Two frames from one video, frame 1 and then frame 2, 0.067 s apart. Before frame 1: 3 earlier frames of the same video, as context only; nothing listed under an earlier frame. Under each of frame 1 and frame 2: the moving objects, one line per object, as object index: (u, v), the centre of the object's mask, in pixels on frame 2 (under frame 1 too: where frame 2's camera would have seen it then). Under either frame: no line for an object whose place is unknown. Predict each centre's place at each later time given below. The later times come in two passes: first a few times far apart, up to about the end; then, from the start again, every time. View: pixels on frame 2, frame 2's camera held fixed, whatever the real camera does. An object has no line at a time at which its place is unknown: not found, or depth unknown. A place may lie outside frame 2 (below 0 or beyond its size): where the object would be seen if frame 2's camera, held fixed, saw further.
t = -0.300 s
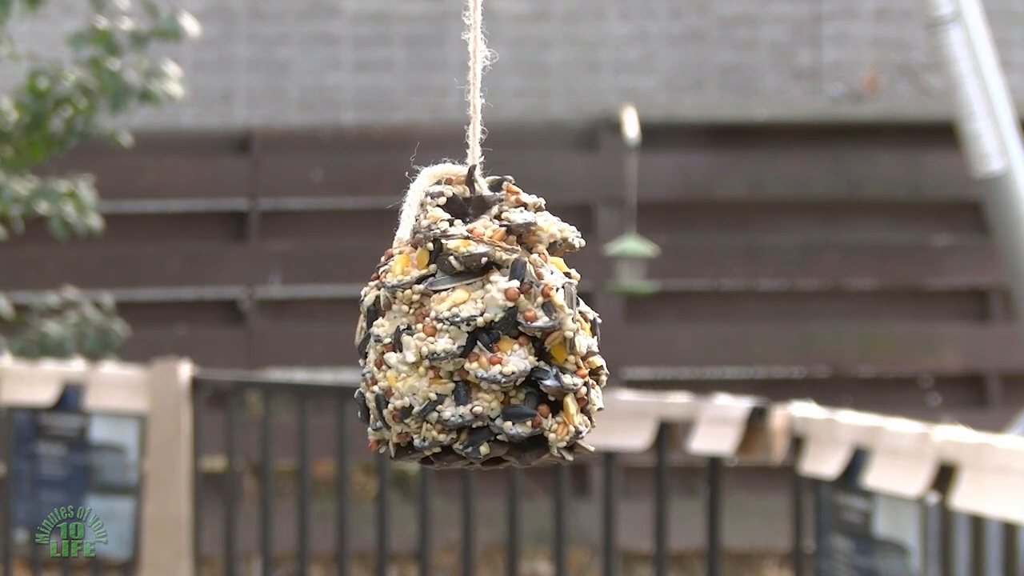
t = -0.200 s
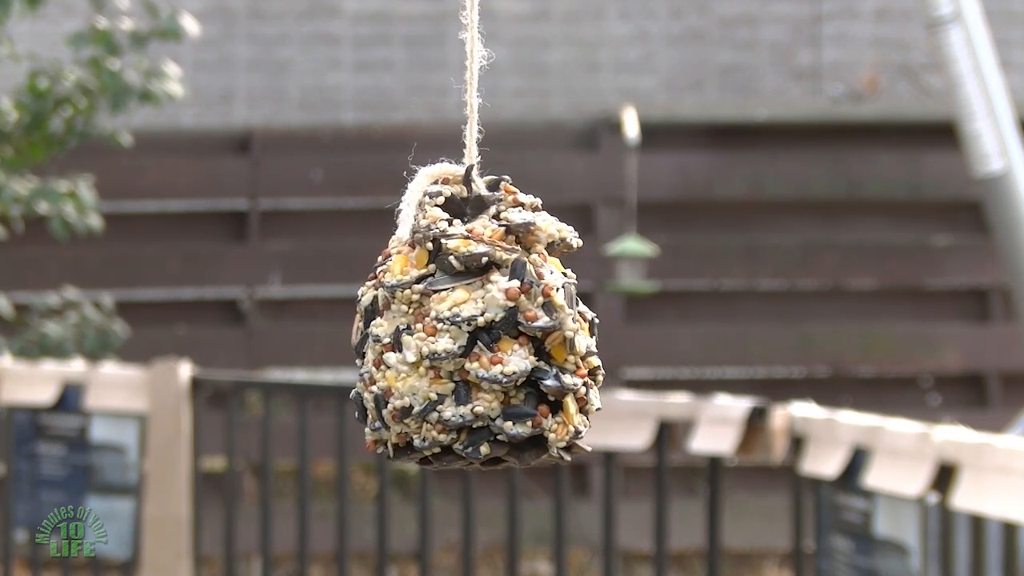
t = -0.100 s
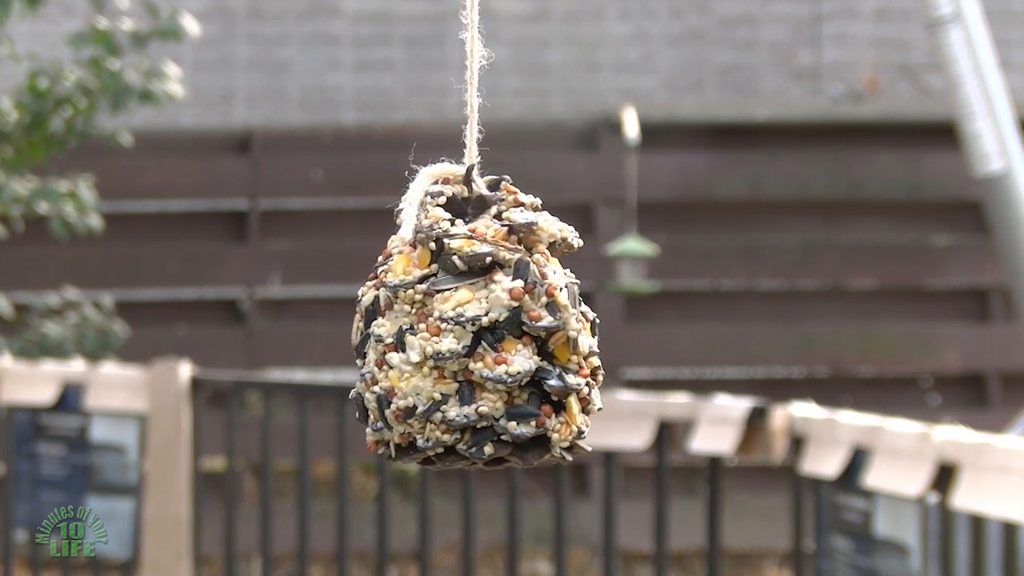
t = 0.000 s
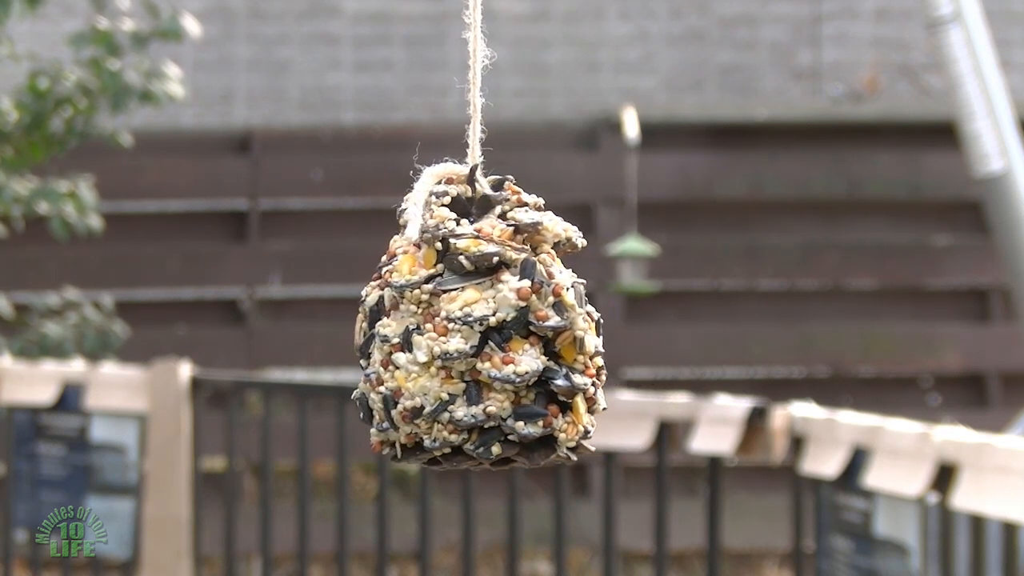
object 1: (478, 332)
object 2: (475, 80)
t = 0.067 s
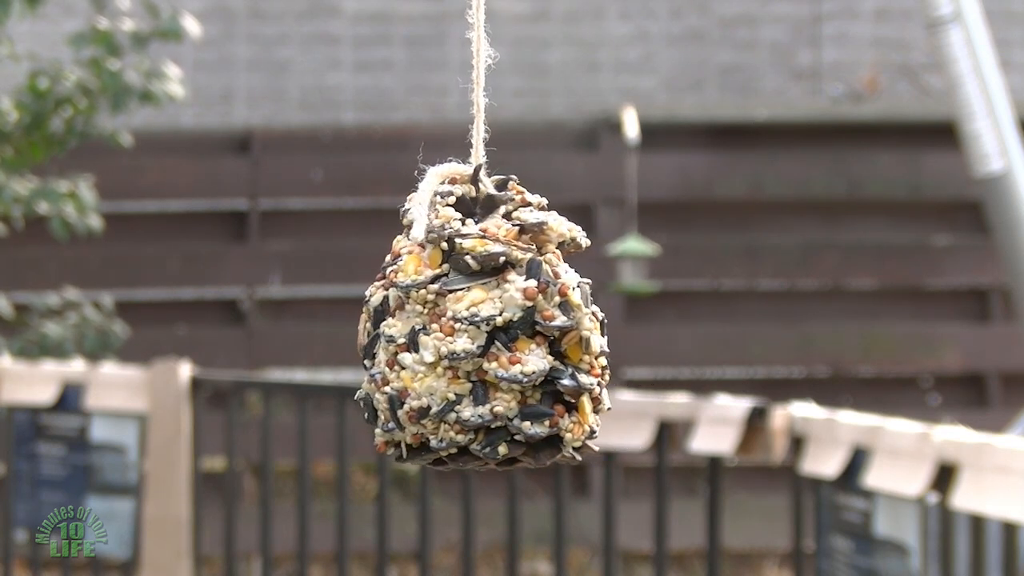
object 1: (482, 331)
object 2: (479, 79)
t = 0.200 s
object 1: (492, 332)
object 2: (487, 80)
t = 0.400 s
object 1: (511, 332)
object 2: (504, 80)
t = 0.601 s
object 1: (525, 331)
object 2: (516, 79)
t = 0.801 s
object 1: (528, 332)
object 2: (519, 81)
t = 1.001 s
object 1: (519, 332)
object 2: (510, 81)
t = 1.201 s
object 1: (500, 331)
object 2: (493, 80)
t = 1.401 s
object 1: (484, 332)
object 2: (478, 81)
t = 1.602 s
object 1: (476, 332)
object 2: (472, 81)
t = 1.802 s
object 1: (480, 332)
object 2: (475, 82)
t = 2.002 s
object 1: (492, 331)
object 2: (487, 79)
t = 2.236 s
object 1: (512, 331)
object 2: (507, 79)
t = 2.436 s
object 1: (523, 331)
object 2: (518, 78)
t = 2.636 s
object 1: (521, 330)
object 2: (517, 78)
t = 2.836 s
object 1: (510, 331)
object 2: (508, 80)
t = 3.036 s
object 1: (490, 330)
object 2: (491, 80)
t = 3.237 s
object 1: (473, 329)
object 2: (475, 80)
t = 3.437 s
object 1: (464, 328)
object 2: (468, 82)
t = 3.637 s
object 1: (470, 327)
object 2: (473, 80)
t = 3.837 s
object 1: (487, 326)
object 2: (488, 80)
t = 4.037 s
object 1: (508, 327)
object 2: (508, 80)
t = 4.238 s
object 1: (518, 326)
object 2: (516, 79)
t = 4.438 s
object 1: (521, 327)
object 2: (519, 80)
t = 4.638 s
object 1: (507, 325)
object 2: (507, 80)
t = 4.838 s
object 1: (491, 326)
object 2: (492, 81)
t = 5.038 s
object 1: (475, 327)
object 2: (478, 81)
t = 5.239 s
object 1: (469, 327)
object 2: (473, 82)
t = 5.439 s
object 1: (476, 328)
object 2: (479, 82)
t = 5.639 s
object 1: (489, 328)
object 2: (491, 80)
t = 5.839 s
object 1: (508, 330)
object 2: (509, 80)
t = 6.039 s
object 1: (518, 328)
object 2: (518, 80)
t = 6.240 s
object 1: (520, 329)
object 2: (520, 82)
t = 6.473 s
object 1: (506, 329)
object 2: (508, 82)
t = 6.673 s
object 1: (488, 331)
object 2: (493, 85)
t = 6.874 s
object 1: (471, 330)
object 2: (477, 84)
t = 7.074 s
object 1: (468, 332)
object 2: (475, 85)
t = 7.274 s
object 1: (476, 332)
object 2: (482, 85)
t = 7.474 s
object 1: (494, 333)
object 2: (498, 87)
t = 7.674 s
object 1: (512, 333)
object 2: (515, 92)
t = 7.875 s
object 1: (523, 333)
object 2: (524, 92)
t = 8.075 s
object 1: (523, 332)
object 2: (523, 91)
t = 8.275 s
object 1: (512, 332)
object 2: (511, 91)
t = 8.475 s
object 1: (497, 330)
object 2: (495, 88)
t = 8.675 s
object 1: (485, 330)
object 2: (483, 88)
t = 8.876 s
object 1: (482, 330)
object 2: (479, 85)
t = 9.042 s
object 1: (485, 329)
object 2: (481, 85)
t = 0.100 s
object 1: (484, 332)
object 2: (480, 79)
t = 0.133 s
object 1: (487, 331)
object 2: (482, 79)
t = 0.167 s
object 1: (489, 330)
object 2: (485, 78)
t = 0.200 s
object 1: (492, 332)
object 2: (487, 80)
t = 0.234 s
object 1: (496, 332)
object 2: (490, 79)
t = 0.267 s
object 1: (499, 331)
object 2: (493, 80)
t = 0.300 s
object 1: (501, 330)
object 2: (495, 79)
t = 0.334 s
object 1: (504, 330)
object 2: (498, 79)
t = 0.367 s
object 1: (508, 332)
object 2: (501, 80)
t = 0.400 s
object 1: (511, 332)
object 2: (504, 80)
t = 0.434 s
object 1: (514, 332)
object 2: (506, 80)
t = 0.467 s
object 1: (516, 330)
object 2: (509, 79)
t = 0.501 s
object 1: (519, 331)
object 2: (511, 79)
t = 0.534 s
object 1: (521, 332)
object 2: (513, 80)
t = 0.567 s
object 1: (523, 331)
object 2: (515, 80)
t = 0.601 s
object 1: (525, 331)
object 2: (516, 79)
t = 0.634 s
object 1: (526, 332)
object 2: (517, 80)
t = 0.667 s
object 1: (527, 332)
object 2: (518, 80)
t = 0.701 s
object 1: (528, 331)
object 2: (519, 80)
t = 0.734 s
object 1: (528, 330)
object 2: (519, 80)
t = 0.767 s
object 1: (528, 331)
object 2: (519, 80)
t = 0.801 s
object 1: (528, 332)
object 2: (519, 81)
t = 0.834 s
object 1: (527, 332)
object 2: (518, 80)
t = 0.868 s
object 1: (525, 332)
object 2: (517, 80)
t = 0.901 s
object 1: (525, 331)
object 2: (516, 80)
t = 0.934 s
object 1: (523, 331)
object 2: (514, 80)
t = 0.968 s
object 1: (521, 331)
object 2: (512, 80)
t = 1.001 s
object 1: (519, 332)
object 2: (510, 81)
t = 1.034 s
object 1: (517, 332)
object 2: (509, 81)
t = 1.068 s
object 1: (513, 331)
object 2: (505, 80)
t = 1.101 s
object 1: (510, 331)
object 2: (503, 80)
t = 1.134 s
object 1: (507, 333)
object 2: (500, 81)
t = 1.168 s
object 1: (504, 333)
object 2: (497, 81)
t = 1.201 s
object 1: (500, 331)
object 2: (493, 80)
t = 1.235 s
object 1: (498, 332)
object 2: (492, 81)
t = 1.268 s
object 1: (495, 332)
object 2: (489, 81)
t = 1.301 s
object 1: (491, 331)
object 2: (485, 80)
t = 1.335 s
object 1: (488, 331)
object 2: (482, 79)
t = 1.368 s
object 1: (485, 331)
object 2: (480, 79)
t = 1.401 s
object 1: (484, 332)
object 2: (478, 81)
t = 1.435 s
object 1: (482, 332)
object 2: (478, 81)
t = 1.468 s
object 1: (480, 332)
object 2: (476, 80)
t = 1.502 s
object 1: (479, 332)
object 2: (474, 81)
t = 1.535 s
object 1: (477, 332)
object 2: (473, 81)
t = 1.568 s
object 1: (476, 332)
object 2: (472, 81)
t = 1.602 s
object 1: (476, 332)
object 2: (472, 81)
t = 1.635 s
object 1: (474, 331)
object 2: (470, 80)
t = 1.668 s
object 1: (476, 332)
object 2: (472, 81)
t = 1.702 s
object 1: (476, 332)
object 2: (472, 80)
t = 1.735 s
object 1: (477, 332)
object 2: (473, 81)
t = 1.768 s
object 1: (476, 331)
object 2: (472, 80)
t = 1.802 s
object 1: (480, 332)
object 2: (475, 82)
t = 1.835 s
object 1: (479, 331)
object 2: (475, 79)
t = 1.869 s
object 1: (483, 333)
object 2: (479, 82)
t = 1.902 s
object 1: (486, 333)
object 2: (481, 81)
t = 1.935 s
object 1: (486, 331)
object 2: (482, 78)
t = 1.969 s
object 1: (489, 331)
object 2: (484, 79)
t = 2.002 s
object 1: (492, 331)
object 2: (487, 79)
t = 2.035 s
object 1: (497, 332)
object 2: (492, 82)
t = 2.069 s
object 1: (500, 332)
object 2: (495, 80)
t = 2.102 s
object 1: (503, 332)
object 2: (498, 80)
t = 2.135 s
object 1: (504, 331)
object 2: (499, 79)
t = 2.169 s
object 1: (507, 331)
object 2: (502, 79)
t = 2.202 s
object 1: (512, 332)
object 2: (506, 81)
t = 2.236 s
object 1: (512, 331)
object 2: (507, 79)
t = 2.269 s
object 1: (517, 332)
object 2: (511, 80)
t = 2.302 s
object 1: (517, 330)
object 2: (512, 79)
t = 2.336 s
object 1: (519, 331)
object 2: (513, 78)
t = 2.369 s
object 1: (521, 331)
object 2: (515, 78)
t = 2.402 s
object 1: (522, 330)
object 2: (517, 78)
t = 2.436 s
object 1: (523, 331)
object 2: (518, 78)
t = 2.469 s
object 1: (526, 332)
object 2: (520, 80)
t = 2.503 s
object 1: (524, 331)
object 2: (519, 79)
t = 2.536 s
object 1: (526, 332)
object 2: (521, 80)
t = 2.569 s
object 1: (524, 331)
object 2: (519, 78)
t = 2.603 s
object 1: (525, 332)
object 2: (520, 79)
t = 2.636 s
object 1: (521, 330)
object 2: (517, 78)
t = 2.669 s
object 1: (522, 331)
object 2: (518, 79)
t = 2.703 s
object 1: (518, 330)
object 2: (515, 78)
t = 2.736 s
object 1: (516, 330)
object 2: (513, 78)
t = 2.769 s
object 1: (515, 331)
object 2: (513, 79)
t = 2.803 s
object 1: (511, 330)
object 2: (508, 78)
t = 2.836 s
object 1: (510, 331)
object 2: (508, 80)
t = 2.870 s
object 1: (504, 329)
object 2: (503, 78)
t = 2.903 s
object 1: (503, 331)
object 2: (503, 80)
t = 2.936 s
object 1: (498, 329)
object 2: (498, 79)
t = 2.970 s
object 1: (496, 330)
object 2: (497, 80)
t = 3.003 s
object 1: (491, 329)
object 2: (492, 79)
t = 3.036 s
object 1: (490, 330)
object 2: (491, 80)
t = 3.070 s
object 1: (487, 330)
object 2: (488, 80)
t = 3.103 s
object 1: (483, 330)
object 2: (484, 78)
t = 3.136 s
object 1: (480, 330)
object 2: (482, 80)
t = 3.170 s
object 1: (475, 328)
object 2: (477, 78)
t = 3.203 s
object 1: (473, 328)
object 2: (475, 79)
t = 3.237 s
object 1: (473, 329)
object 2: (475, 80)
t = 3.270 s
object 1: (469, 328)
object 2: (472, 79)
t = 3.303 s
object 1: (469, 329)
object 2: (473, 82)
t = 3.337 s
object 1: (468, 329)
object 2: (471, 81)
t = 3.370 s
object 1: (465, 328)
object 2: (469, 81)
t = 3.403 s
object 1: (466, 329)
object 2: (470, 83)
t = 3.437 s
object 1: (464, 328)
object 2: (468, 82)
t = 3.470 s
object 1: (464, 327)
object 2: (468, 81)
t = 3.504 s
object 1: (467, 329)
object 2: (470, 83)
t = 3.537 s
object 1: (467, 329)
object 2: (471, 82)
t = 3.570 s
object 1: (469, 329)
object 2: (472, 82)
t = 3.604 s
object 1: (470, 329)
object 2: (474, 81)
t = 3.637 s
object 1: (470, 327)
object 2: (473, 80)
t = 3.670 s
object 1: (475, 328)
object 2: (477, 81)
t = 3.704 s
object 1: (477, 328)
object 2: (480, 82)
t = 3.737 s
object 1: (479, 327)
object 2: (481, 79)
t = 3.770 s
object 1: (481, 326)
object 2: (483, 79)
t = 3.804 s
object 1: (485, 328)
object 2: (487, 80)
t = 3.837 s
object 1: (487, 326)
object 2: (488, 80)
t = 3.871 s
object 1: (492, 327)
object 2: (493, 80)
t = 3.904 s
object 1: (493, 326)
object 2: (494, 79)
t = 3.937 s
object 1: (497, 326)
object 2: (497, 79)
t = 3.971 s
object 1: (502, 327)
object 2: (502, 80)
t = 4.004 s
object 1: (503, 326)
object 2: (503, 79)
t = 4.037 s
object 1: (508, 327)
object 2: (508, 80)
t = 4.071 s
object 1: (511, 327)
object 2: (510, 79)
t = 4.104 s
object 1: (511, 326)
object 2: (510, 78)
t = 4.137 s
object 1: (513, 325)
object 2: (512, 79)
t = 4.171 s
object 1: (515, 326)
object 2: (514, 79)
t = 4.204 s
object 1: (519, 327)
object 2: (517, 80)
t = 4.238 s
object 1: (518, 326)
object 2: (516, 79)
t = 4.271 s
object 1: (519, 326)
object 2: (517, 79)
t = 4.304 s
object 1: (520, 325)
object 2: (518, 79)
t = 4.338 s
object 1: (522, 327)
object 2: (520, 80)
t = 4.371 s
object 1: (520, 325)
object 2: (518, 79)
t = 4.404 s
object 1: (519, 325)
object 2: (518, 79)
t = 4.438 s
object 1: (521, 327)
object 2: (519, 80)
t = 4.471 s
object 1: (518, 325)
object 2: (516, 79)
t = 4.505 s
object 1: (518, 327)
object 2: (516, 80)
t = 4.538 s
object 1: (514, 325)
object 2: (513, 79)
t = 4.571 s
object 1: (512, 325)
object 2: (511, 79)
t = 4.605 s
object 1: (510, 325)
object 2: (509, 79)
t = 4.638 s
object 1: (507, 325)
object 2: (507, 80)
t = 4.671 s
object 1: (506, 326)
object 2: (506, 81)
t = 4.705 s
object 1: (503, 326)
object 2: (503, 81)
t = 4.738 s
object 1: (499, 325)
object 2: (499, 79)
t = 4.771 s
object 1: (496, 325)
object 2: (497, 79)
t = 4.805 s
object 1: (494, 325)
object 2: (495, 80)
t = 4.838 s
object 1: (491, 326)
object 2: (492, 81)
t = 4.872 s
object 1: (487, 325)
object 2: (488, 79)
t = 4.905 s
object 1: (485, 326)
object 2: (487, 81)
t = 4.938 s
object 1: (483, 326)
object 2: (484, 81)
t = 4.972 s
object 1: (480, 326)
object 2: (482, 82)
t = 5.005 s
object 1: (476, 325)
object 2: (478, 81)
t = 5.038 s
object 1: (475, 327)
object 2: (478, 81)
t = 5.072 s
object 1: (473, 326)
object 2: (476, 81)
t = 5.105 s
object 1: (471, 326)
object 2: (474, 81)
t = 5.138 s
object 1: (471, 327)
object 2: (474, 82)
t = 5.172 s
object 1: (470, 327)
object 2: (474, 82)
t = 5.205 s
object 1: (470, 327)
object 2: (473, 82)
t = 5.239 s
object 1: (469, 327)
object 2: (473, 82)
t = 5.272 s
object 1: (468, 326)
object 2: (472, 81)
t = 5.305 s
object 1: (470, 328)
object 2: (474, 82)
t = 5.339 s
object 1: (469, 327)
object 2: (473, 80)
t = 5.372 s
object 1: (470, 327)
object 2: (474, 81)
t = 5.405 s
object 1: (472, 327)
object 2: (475, 81)
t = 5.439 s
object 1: (476, 328)
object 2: (479, 82)
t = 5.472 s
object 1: (476, 327)
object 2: (479, 81)
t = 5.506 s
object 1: (480, 329)
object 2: (483, 82)
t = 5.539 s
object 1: (483, 329)
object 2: (485, 81)
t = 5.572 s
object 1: (483, 328)
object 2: (486, 79)
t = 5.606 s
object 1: (488, 329)
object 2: (490, 80)
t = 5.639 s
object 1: (489, 328)
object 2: (491, 80)
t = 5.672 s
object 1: (494, 329)
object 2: (497, 80)
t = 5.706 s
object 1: (495, 328)
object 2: (497, 80)
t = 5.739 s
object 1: (498, 328)
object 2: (499, 79)
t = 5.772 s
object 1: (503, 329)
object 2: (504, 80)
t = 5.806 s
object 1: (504, 328)
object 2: (505, 80)
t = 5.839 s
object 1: (508, 330)
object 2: (509, 80)
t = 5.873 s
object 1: (509, 329)
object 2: (510, 80)
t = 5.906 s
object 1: (511, 329)
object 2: (512, 80)
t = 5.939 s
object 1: (515, 330)
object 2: (515, 81)
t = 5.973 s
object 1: (515, 329)
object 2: (515, 80)
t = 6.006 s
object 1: (519, 330)
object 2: (519, 81)
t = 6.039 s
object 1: (518, 328)
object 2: (518, 80)
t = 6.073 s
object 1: (519, 328)
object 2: (519, 81)
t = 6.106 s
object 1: (519, 328)
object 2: (519, 81)
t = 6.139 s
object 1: (520, 328)
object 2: (520, 80)
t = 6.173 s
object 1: (520, 329)
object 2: (519, 82)
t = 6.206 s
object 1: (520, 328)
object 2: (519, 81)
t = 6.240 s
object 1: (520, 329)
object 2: (520, 82)
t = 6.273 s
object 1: (519, 329)
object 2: (519, 82)
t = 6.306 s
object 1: (516, 328)
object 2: (516, 81)
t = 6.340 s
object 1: (514, 328)
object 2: (515, 82)
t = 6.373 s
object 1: (512, 328)
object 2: (513, 82)
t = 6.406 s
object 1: (510, 329)
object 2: (511, 82)
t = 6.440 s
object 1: (508, 329)
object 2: (510, 84)
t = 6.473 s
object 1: (506, 329)
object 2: (508, 82)
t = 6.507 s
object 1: (501, 329)
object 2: (504, 83)
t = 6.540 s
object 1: (498, 329)
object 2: (502, 83)
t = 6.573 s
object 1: (495, 329)
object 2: (499, 83)
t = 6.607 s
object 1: (492, 329)
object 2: (496, 83)
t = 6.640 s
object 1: (491, 330)
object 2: (495, 84)
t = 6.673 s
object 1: (488, 331)
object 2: (493, 85)
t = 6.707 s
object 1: (483, 329)
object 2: (488, 84)
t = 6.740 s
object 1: (480, 330)
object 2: (486, 84)
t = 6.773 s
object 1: (478, 330)
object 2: (484, 85)
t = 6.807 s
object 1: (475, 330)
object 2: (481, 84)
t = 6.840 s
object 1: (473, 330)
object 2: (479, 84)
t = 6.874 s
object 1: (471, 330)
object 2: (477, 84)
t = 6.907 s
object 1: (470, 330)
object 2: (477, 85)
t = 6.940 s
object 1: (469, 332)
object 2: (477, 85)
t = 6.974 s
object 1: (469, 332)
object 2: (476, 85)
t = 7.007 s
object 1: (469, 332)
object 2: (476, 85)
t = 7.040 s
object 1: (469, 332)
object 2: (476, 85)
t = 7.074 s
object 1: (468, 332)
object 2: (475, 85)
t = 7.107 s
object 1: (468, 332)
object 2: (475, 85)
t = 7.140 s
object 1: (470, 332)
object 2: (477, 85)
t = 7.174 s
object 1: (472, 331)
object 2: (478, 84)
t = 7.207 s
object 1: (473, 332)
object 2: (480, 86)
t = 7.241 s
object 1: (474, 332)
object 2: (480, 85)
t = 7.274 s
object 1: (476, 332)
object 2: (482, 85)
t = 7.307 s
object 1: (479, 332)
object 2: (484, 84)
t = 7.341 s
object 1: (482, 332)
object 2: (488, 85)
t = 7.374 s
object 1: (485, 332)
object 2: (490, 86)
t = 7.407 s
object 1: (488, 333)
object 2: (493, 86)
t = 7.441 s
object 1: (490, 332)
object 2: (495, 86)
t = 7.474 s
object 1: (494, 333)
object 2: (498, 87)
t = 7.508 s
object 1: (496, 332)
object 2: (501, 85)
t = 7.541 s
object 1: (500, 333)
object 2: (504, 87)
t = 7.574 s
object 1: (502, 332)
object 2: (506, 86)
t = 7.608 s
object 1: (505, 332)
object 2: (509, 87)
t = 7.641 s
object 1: (509, 333)
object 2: (512, 88)
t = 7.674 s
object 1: (512, 333)
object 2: (515, 92)
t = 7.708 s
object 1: (513, 332)
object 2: (516, 91)
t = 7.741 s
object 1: (516, 333)
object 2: (518, 92)
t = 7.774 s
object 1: (518, 332)
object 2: (520, 90)
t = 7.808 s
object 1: (521, 332)
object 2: (522, 91)
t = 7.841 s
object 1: (521, 331)
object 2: (523, 90)
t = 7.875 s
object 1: (523, 333)
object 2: (524, 92)
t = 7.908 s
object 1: (524, 332)
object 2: (525, 90)
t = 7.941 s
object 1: (524, 331)
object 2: (524, 89)
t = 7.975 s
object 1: (523, 332)
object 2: (524, 91)
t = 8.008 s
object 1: (523, 332)
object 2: (524, 90)
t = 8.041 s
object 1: (524, 332)
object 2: (524, 92)
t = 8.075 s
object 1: (523, 332)
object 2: (523, 91)
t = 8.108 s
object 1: (522, 332)
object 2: (522, 92)
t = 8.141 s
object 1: (520, 331)
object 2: (519, 91)
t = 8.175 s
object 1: (518, 331)
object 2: (518, 90)
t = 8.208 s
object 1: (516, 331)
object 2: (516, 91)
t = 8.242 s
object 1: (515, 332)
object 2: (514, 92)
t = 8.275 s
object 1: (512, 332)
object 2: (511, 91)
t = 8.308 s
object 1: (509, 331)
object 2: (508, 90)
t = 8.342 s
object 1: (506, 331)
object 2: (505, 89)
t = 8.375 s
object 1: (504, 331)
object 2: (503, 88)
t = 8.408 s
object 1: (502, 331)
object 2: (501, 90)
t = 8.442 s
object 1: (500, 331)
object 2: (498, 90)
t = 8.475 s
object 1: (497, 330)
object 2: (495, 88)
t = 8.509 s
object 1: (494, 330)
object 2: (492, 88)
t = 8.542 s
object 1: (493, 330)
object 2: (491, 88)
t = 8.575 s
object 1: (491, 330)
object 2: (489, 89)
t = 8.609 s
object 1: (489, 330)
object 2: (487, 88)
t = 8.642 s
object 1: (487, 330)
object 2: (485, 88)
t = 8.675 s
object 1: (485, 330)
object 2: (483, 88)
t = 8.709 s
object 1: (484, 330)
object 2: (482, 86)
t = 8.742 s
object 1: (483, 330)
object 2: (480, 86)
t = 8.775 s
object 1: (483, 330)
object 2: (480, 86)
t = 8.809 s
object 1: (481, 330)
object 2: (478, 86)
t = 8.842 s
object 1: (482, 329)
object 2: (479, 86)
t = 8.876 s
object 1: (482, 330)
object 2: (479, 85)
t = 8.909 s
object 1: (482, 329)
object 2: (479, 85)
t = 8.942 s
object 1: (482, 329)
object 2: (479, 85)
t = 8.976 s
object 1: (483, 329)
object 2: (479, 85)
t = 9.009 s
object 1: (484, 329)
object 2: (480, 84)
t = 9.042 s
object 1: (485, 329)
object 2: (481, 85)
